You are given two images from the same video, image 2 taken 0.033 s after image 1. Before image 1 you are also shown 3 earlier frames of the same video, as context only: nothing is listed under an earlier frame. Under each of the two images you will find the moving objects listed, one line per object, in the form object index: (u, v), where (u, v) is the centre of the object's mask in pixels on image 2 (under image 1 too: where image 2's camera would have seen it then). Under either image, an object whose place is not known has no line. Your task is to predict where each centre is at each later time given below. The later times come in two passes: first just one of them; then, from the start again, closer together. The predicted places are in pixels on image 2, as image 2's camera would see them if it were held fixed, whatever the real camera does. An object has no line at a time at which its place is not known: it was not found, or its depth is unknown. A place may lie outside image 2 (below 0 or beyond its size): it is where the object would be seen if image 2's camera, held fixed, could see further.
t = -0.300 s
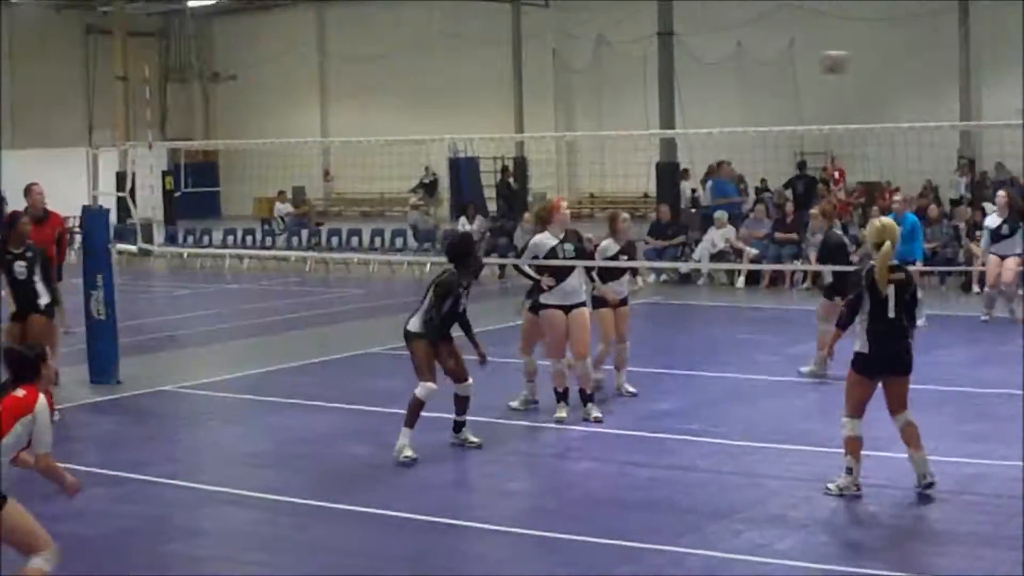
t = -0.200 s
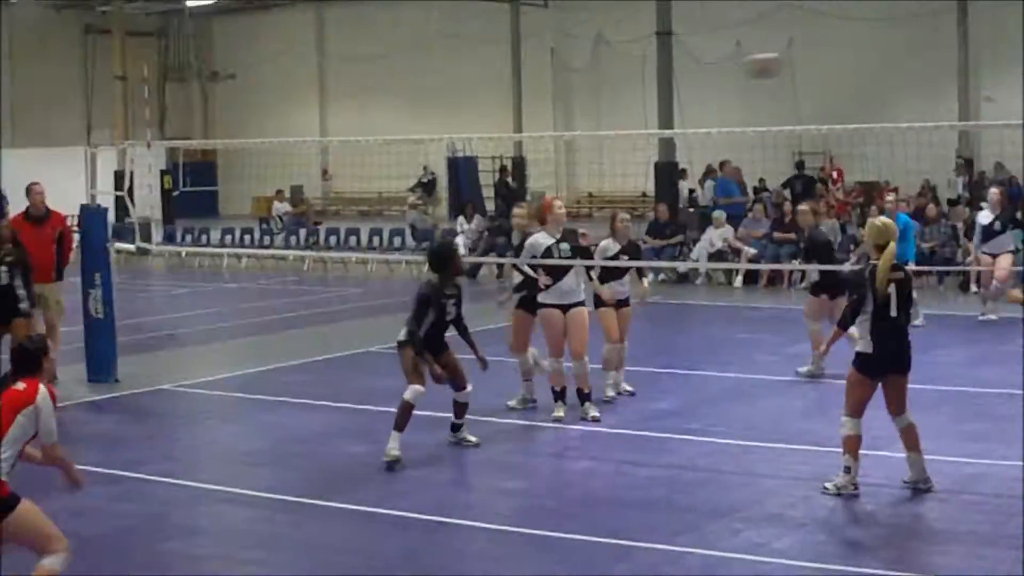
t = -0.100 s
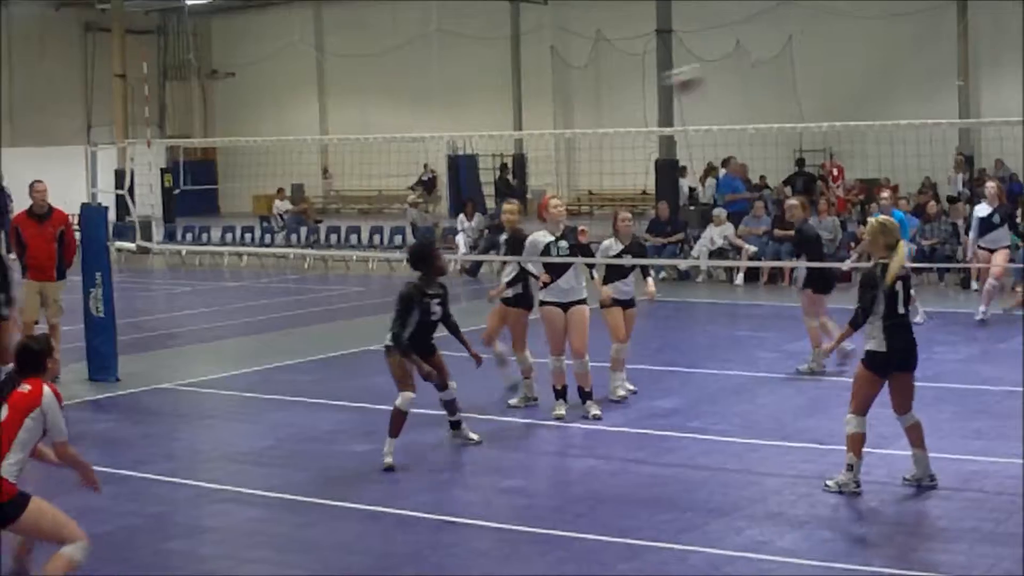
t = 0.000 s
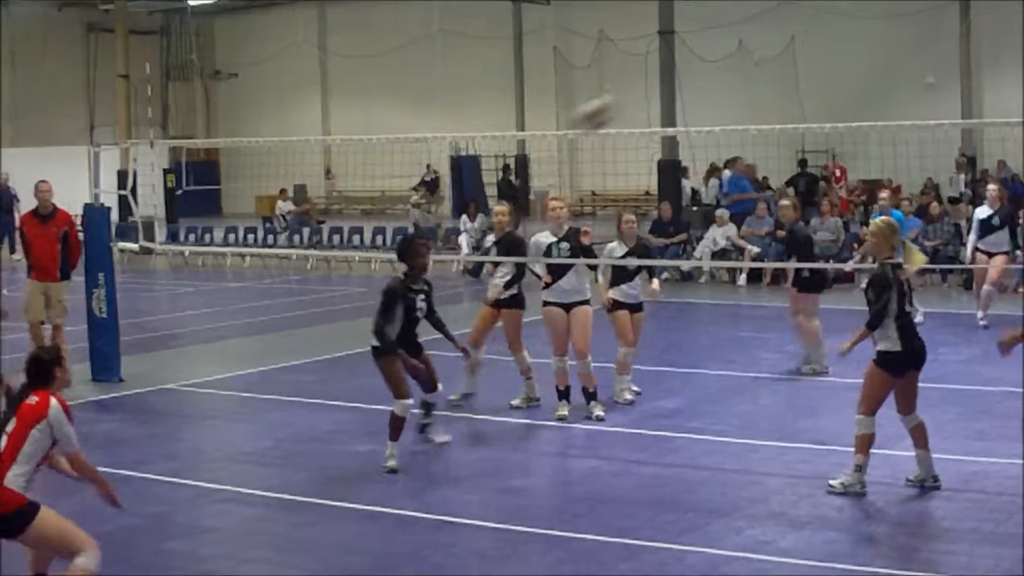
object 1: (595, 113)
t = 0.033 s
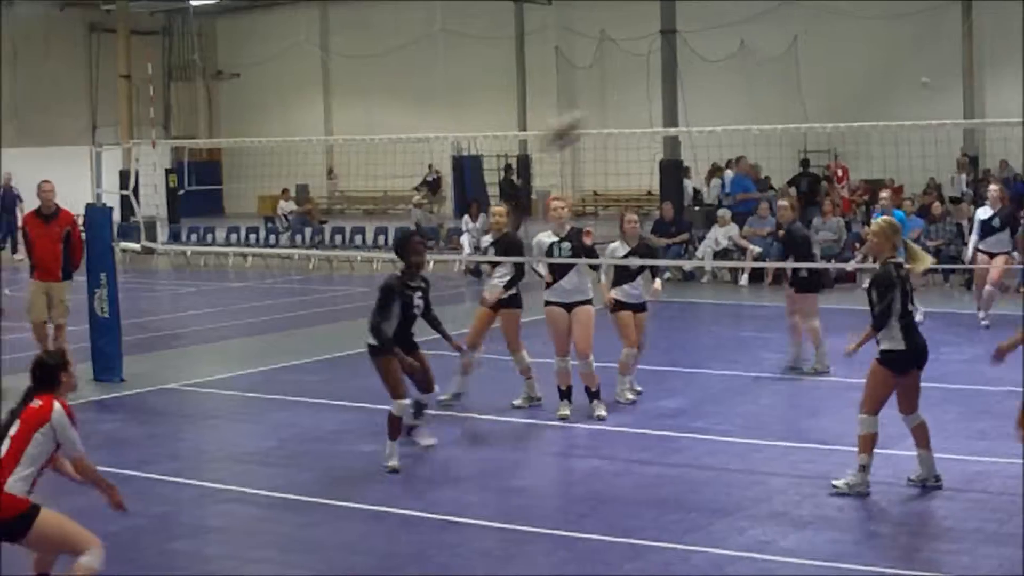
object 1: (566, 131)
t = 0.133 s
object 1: (444, 200)
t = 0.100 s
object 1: (481, 175)
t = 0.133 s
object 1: (444, 200)
